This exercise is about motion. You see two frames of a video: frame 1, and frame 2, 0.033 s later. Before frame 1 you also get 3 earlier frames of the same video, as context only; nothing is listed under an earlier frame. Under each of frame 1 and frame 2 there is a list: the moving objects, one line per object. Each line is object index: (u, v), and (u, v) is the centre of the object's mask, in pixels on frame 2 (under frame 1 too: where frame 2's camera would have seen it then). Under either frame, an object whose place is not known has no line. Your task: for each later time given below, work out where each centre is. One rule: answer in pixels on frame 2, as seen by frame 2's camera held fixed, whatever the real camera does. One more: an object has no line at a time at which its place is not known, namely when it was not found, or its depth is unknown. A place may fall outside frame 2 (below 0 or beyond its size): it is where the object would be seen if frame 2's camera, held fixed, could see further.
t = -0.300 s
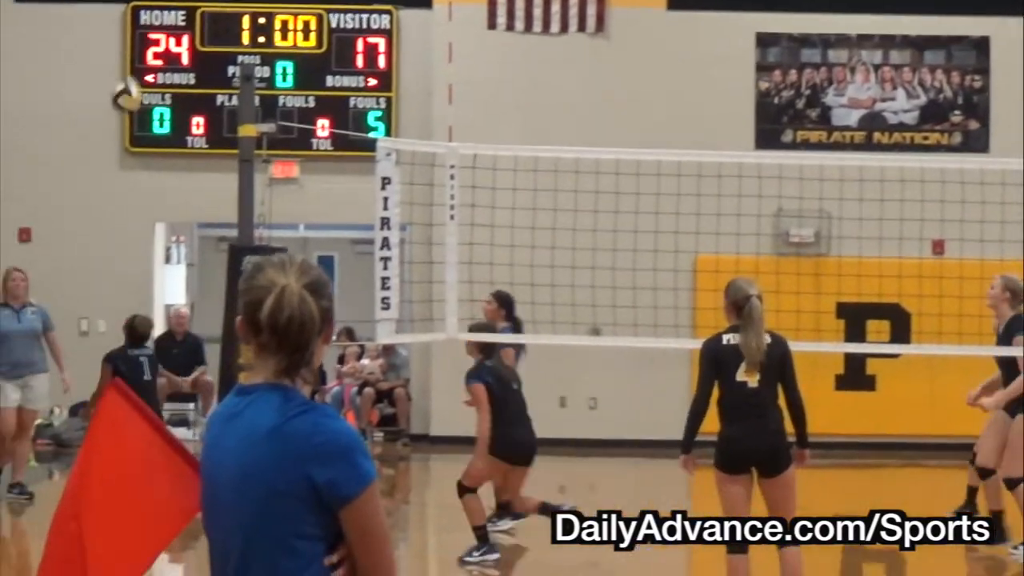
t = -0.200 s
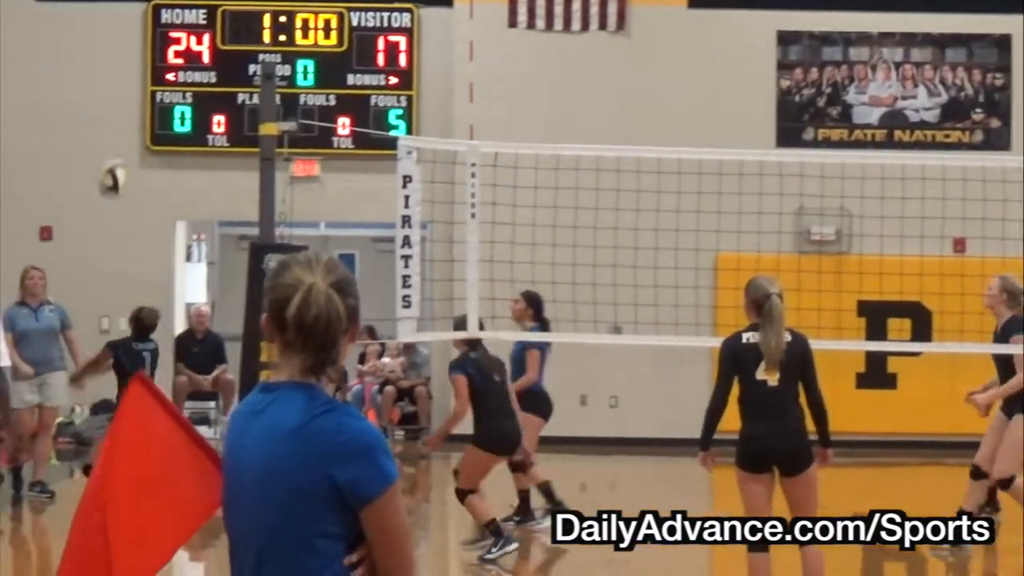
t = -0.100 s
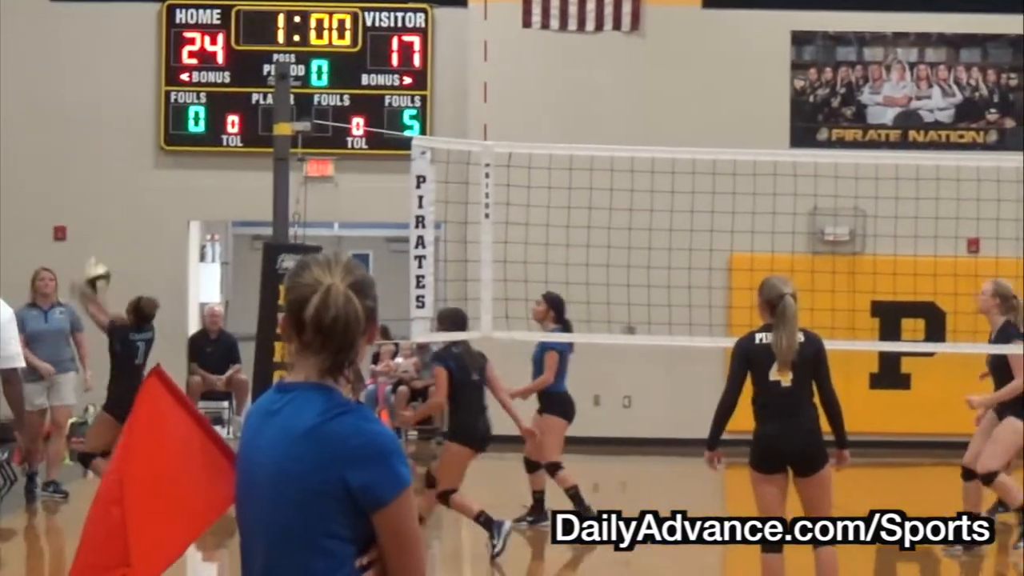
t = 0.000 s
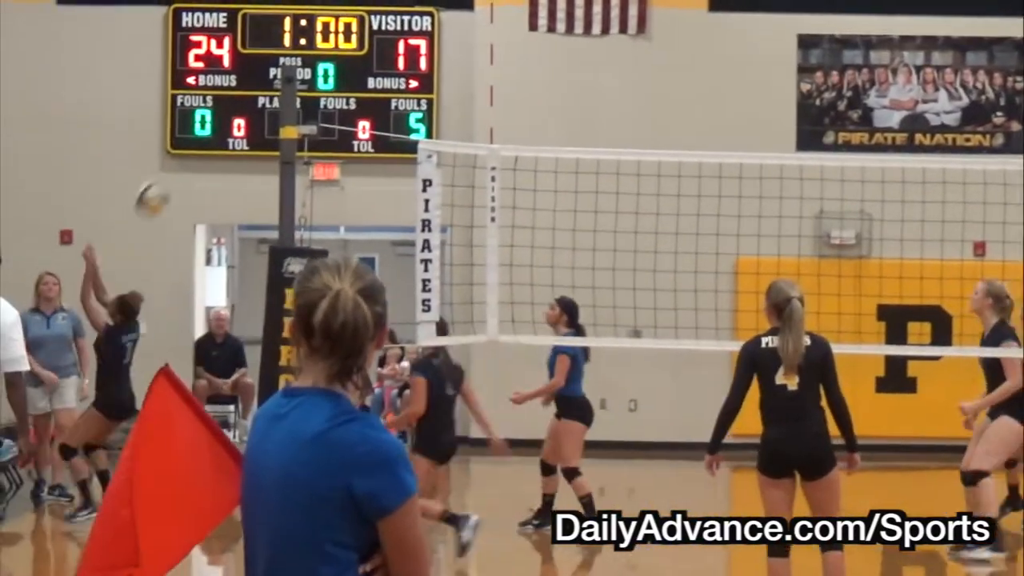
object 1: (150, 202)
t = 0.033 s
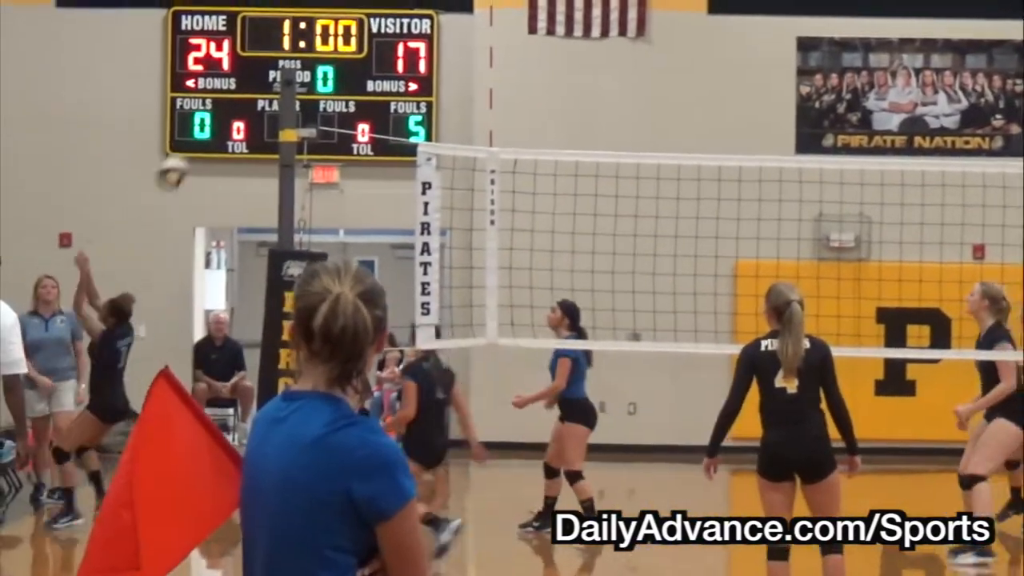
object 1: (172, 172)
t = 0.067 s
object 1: (189, 146)
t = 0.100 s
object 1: (211, 119)
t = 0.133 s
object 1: (229, 97)
